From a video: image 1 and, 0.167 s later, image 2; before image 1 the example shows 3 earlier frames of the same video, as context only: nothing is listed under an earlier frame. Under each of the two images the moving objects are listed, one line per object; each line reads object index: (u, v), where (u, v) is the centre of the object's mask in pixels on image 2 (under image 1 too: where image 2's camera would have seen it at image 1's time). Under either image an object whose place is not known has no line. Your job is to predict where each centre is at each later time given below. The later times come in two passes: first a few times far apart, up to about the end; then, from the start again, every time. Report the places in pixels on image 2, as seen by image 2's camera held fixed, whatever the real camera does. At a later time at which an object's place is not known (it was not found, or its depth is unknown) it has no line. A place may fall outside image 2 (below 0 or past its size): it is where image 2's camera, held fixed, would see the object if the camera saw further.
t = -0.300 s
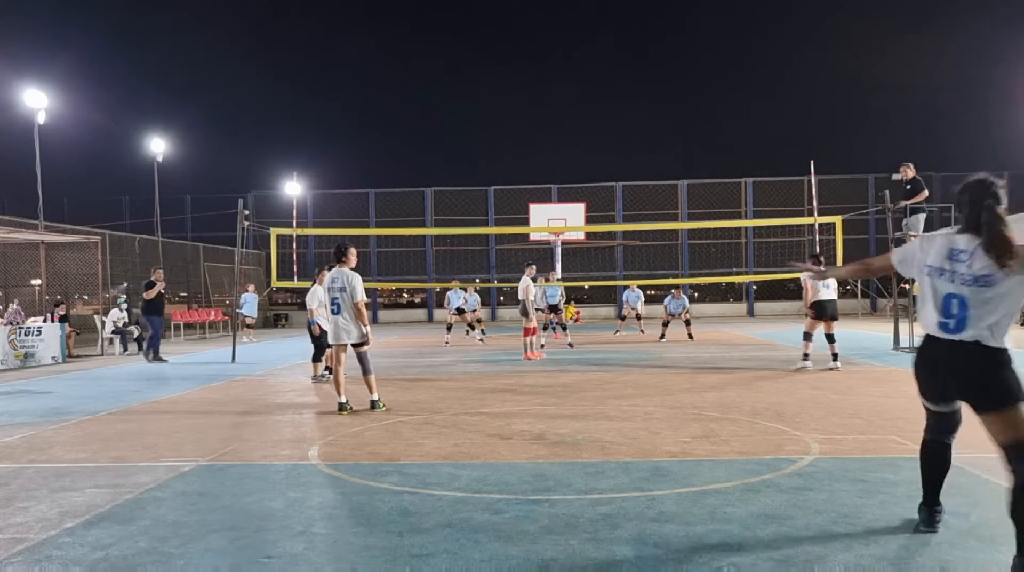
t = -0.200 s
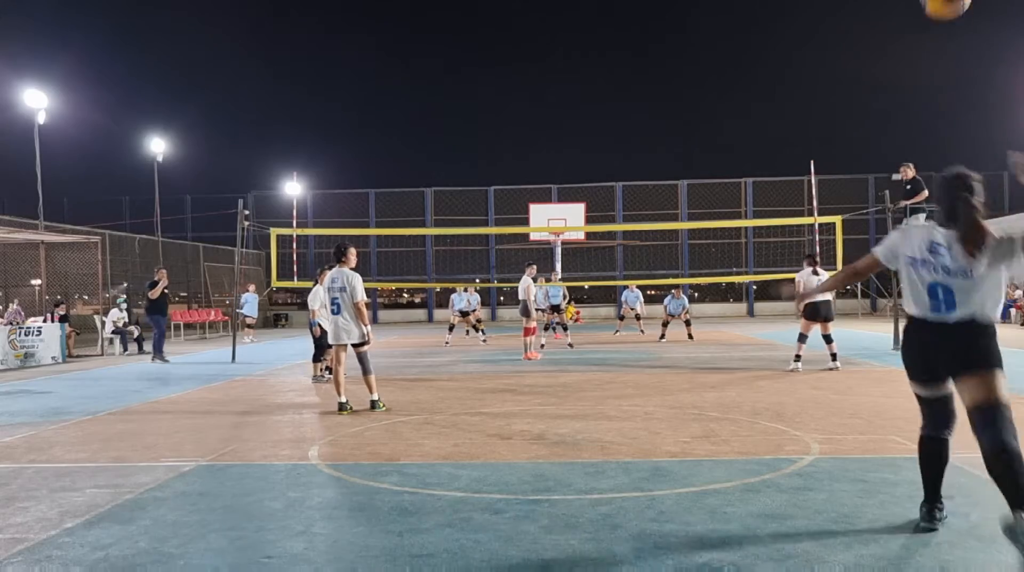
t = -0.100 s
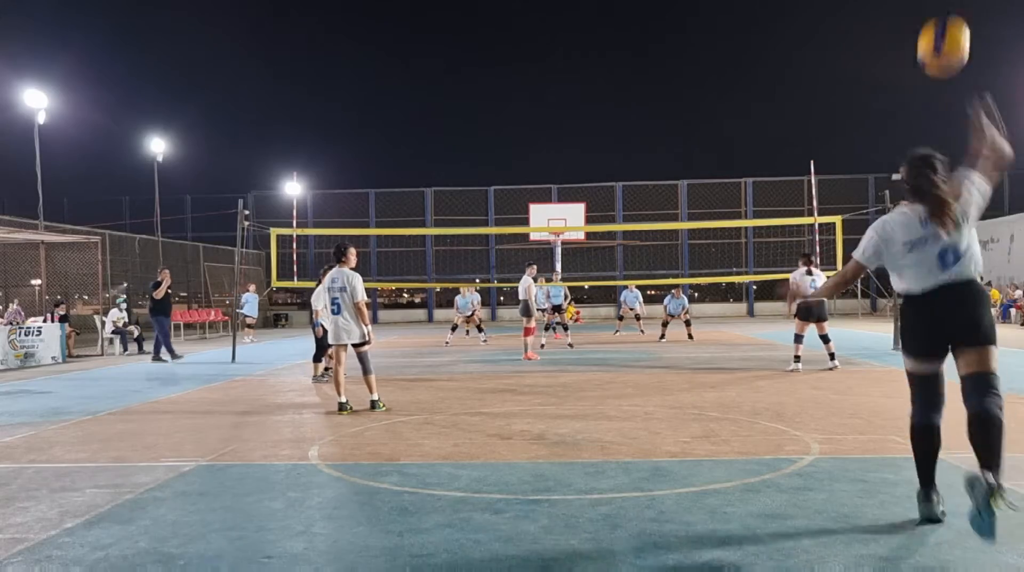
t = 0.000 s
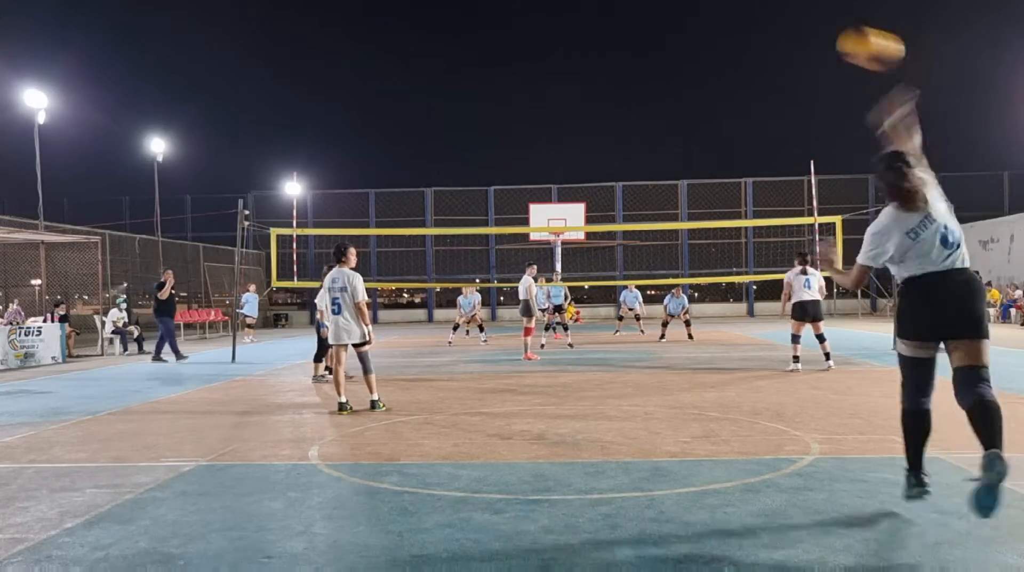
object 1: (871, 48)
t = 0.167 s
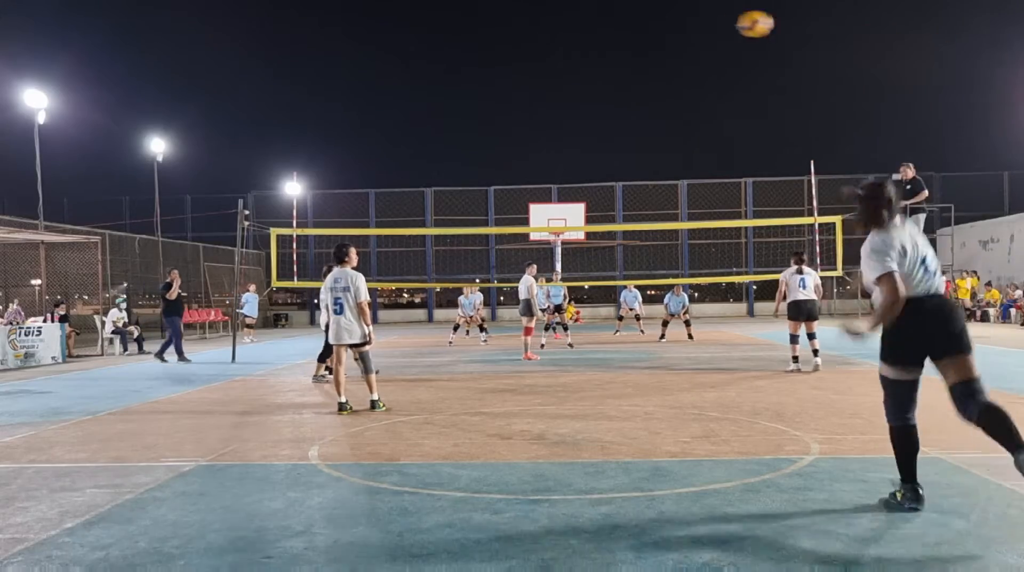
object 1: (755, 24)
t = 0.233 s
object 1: (728, 26)
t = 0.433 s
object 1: (675, 50)
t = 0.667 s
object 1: (640, 98)
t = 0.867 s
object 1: (619, 141)
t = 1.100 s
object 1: (602, 194)
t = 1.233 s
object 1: (594, 222)
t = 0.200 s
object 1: (740, 24)
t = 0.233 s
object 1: (728, 26)
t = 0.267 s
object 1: (716, 28)
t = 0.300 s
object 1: (706, 31)
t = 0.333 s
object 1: (697, 35)
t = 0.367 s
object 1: (689, 40)
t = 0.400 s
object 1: (681, 44)
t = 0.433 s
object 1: (675, 50)
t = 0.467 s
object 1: (669, 56)
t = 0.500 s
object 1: (664, 63)
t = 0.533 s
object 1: (658, 70)
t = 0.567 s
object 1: (653, 77)
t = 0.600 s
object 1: (648, 84)
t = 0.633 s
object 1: (644, 91)
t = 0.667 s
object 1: (640, 98)
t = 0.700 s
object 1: (636, 105)
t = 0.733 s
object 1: (632, 113)
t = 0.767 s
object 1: (629, 120)
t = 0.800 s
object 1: (625, 127)
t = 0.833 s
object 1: (622, 134)
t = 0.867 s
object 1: (619, 141)
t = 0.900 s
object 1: (616, 149)
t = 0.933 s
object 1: (614, 156)
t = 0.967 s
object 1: (611, 164)
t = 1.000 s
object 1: (609, 171)
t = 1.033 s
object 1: (606, 178)
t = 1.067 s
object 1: (604, 187)
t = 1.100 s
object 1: (602, 194)
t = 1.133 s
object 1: (600, 202)
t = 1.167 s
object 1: (598, 209)
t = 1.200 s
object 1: (596, 216)
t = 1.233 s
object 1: (594, 222)
